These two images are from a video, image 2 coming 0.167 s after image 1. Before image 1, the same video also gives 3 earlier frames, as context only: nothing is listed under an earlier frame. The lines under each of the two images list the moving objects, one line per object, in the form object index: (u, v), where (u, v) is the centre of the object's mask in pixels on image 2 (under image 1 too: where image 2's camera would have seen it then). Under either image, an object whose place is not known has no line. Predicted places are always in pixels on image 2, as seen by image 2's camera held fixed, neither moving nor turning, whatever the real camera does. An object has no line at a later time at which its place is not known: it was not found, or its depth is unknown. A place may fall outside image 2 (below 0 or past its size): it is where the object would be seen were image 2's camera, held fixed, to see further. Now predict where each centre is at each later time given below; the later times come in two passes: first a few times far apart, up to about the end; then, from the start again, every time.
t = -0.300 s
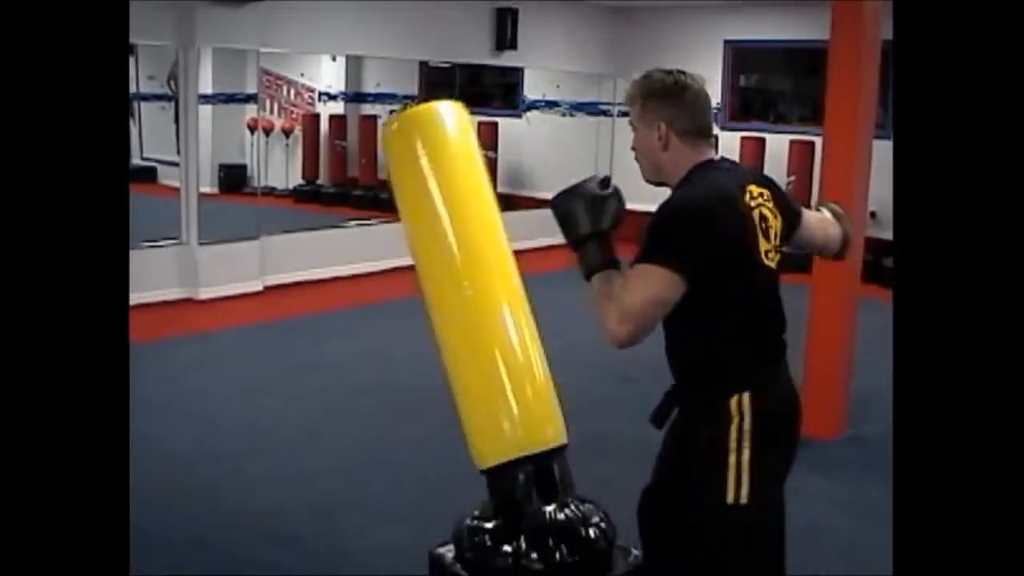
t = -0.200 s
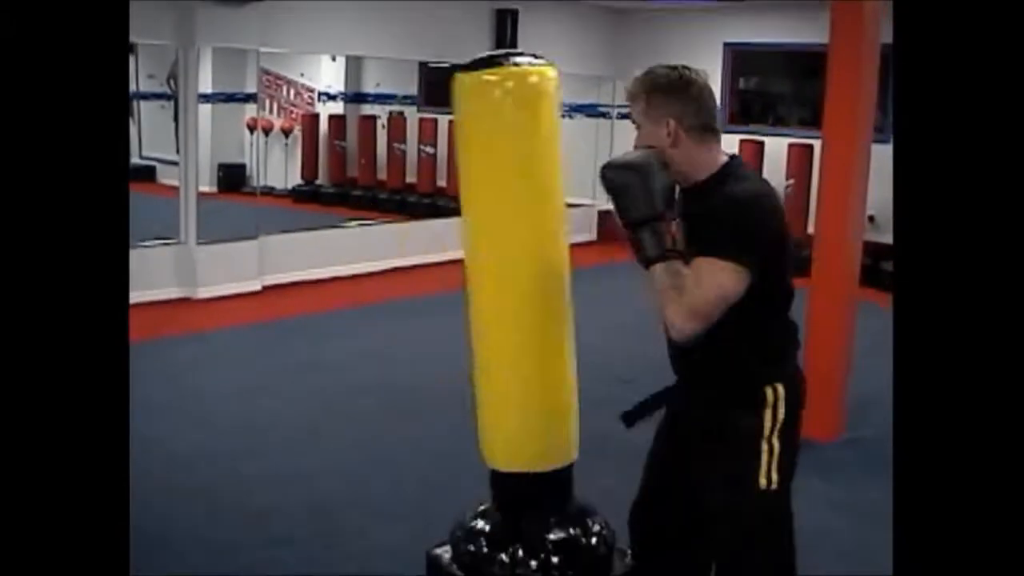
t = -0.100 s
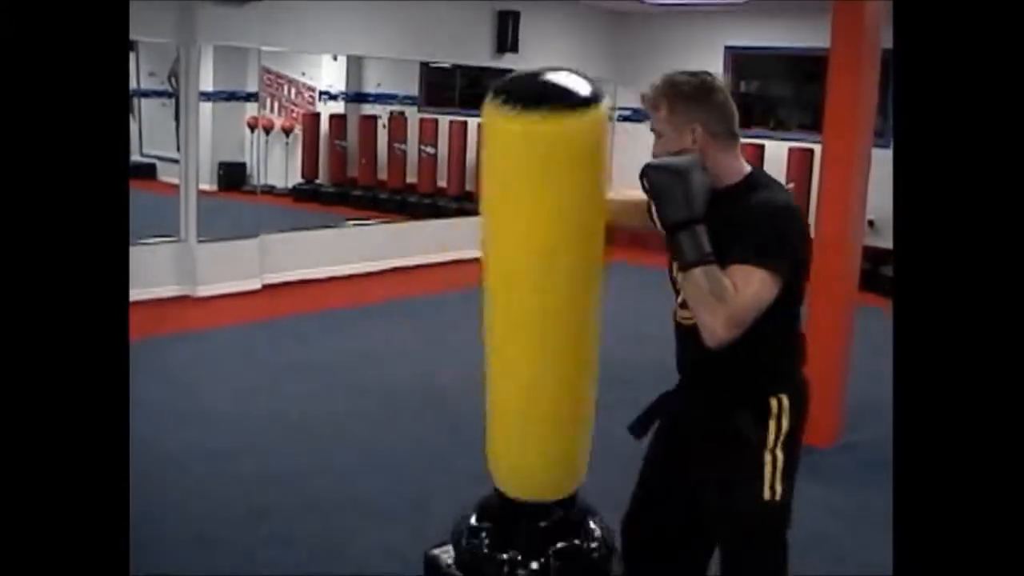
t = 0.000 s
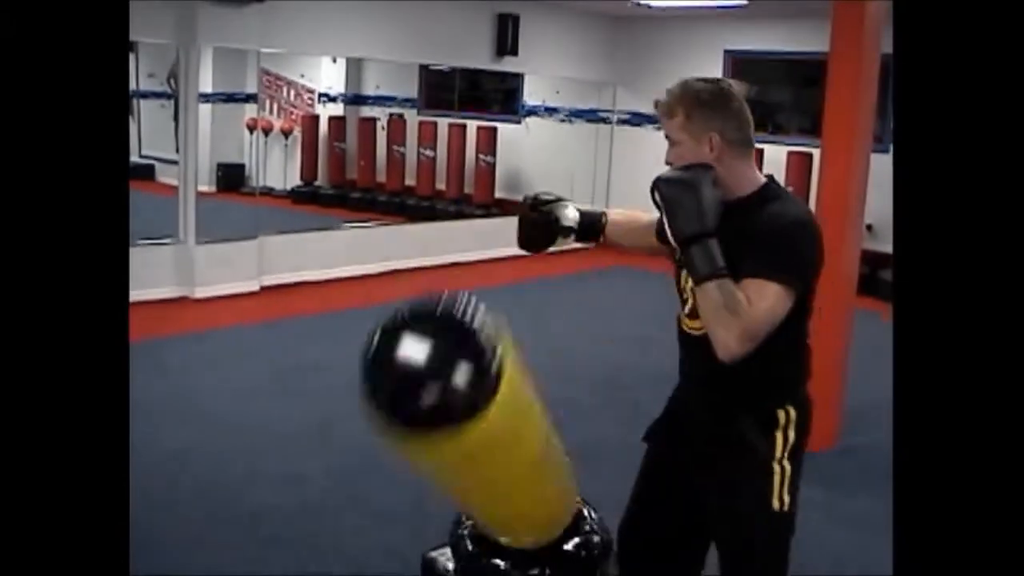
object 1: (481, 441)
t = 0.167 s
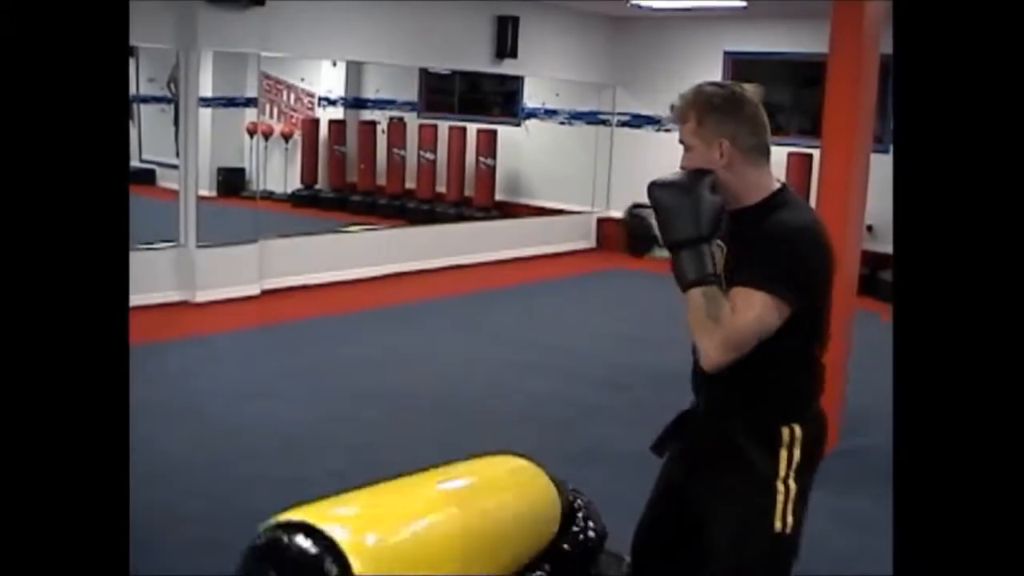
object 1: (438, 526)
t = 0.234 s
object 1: (403, 513)
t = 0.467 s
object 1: (490, 349)
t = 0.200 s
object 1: (419, 522)
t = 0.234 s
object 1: (403, 513)
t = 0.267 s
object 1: (401, 493)
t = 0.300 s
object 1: (413, 465)
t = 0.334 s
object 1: (424, 438)
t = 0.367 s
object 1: (440, 412)
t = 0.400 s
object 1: (457, 389)
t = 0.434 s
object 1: (474, 366)
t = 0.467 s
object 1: (490, 349)
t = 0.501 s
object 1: (504, 340)
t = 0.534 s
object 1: (515, 337)
